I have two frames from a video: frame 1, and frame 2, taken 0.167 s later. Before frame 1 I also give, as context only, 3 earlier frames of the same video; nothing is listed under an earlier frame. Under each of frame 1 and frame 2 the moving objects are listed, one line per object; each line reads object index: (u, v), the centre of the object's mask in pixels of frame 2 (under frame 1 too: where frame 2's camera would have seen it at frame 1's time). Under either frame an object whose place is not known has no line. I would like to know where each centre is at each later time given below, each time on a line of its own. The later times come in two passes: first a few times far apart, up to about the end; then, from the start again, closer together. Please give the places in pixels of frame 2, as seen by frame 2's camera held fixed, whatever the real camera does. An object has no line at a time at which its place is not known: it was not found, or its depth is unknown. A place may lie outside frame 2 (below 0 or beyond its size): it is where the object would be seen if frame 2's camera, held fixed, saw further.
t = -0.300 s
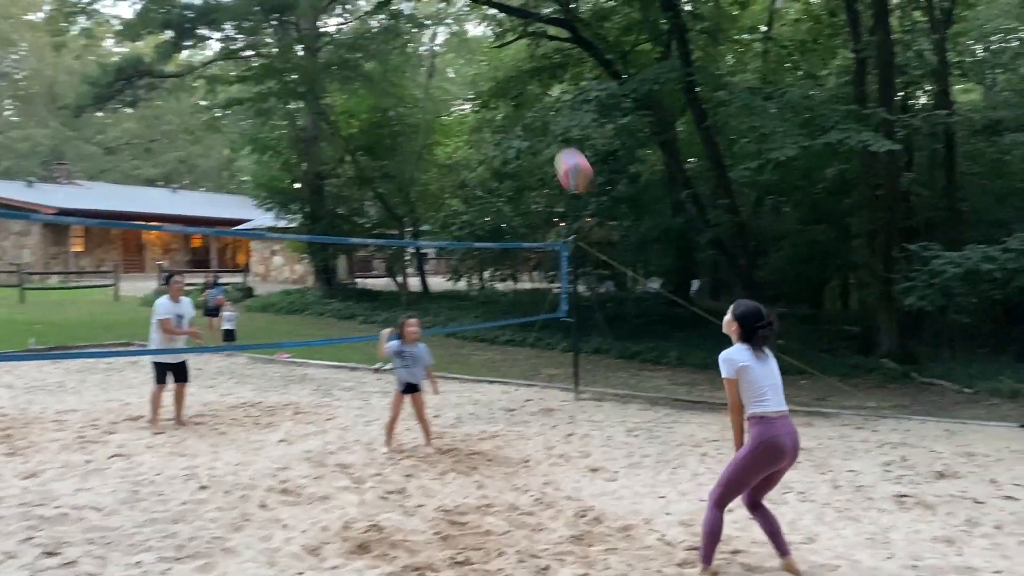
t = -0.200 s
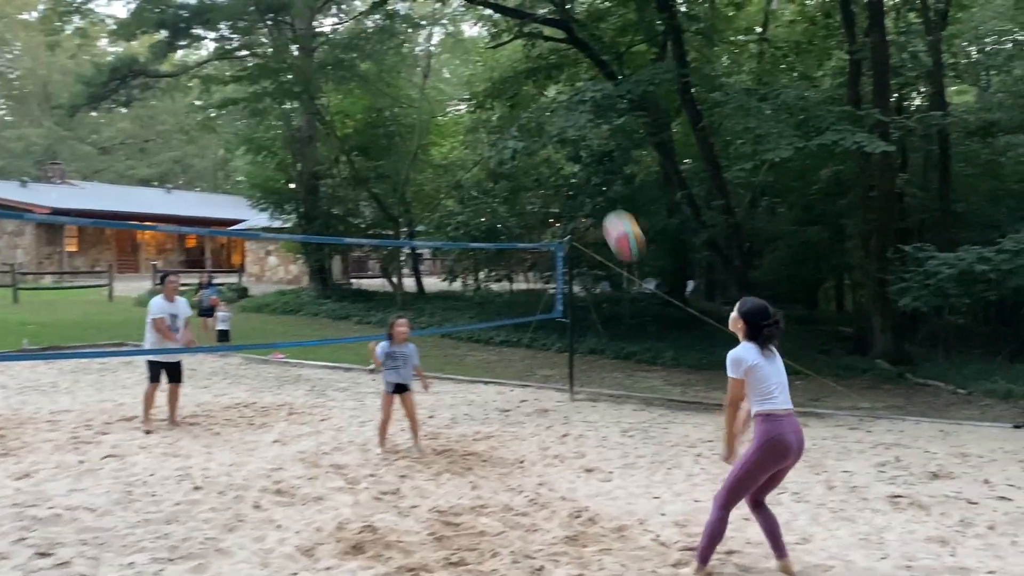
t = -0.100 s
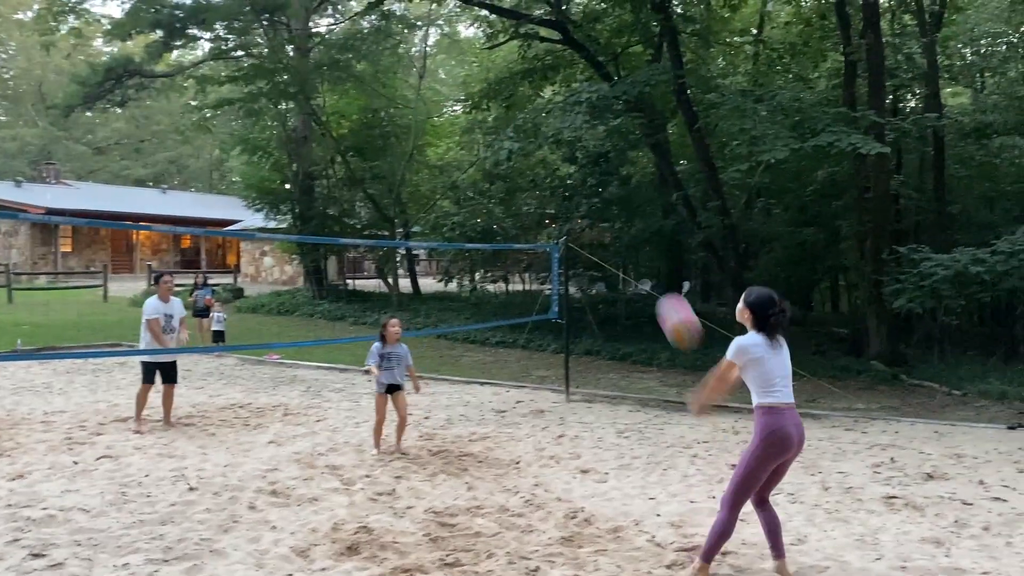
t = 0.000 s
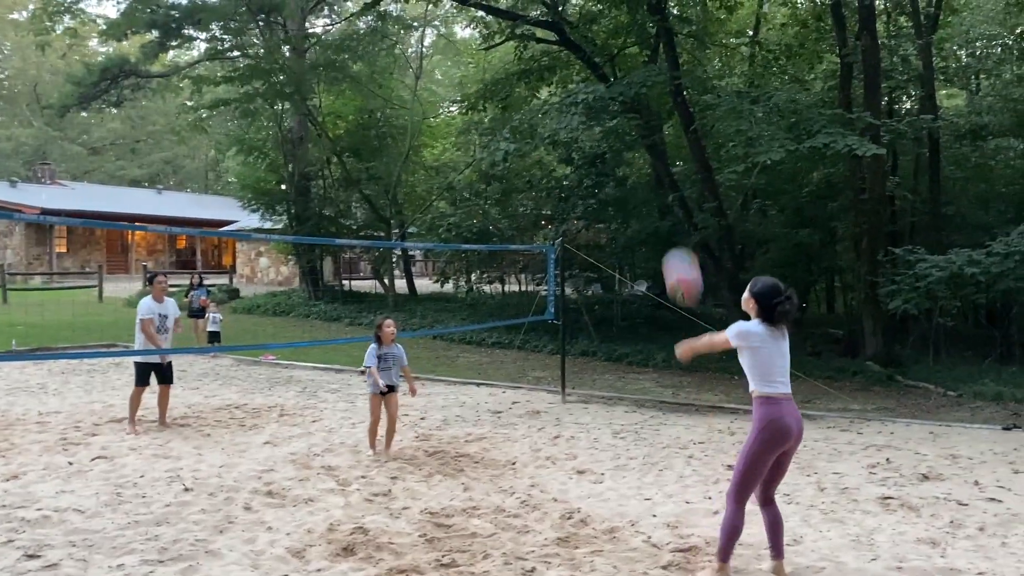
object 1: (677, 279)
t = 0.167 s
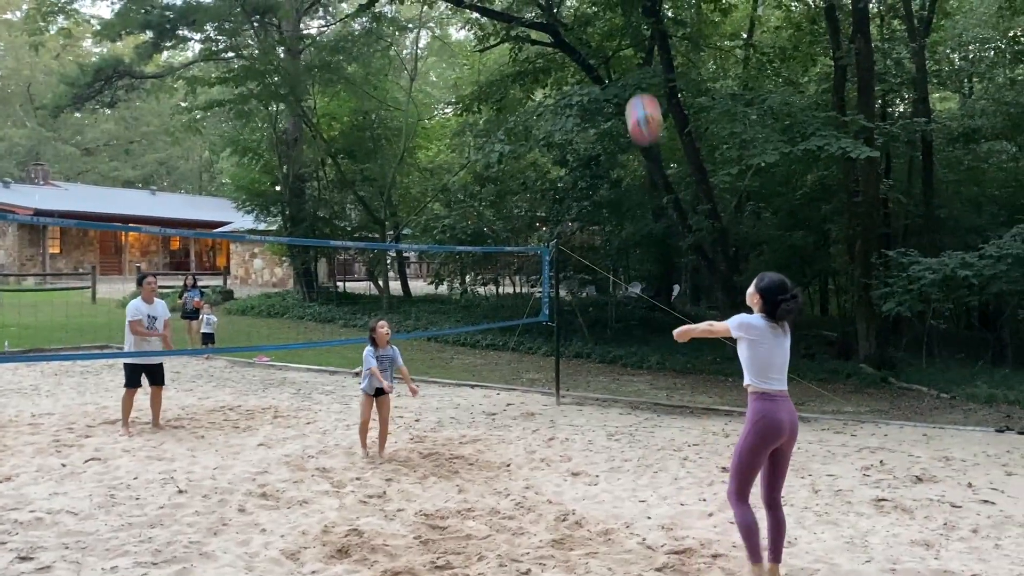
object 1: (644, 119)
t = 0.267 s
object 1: (626, 51)
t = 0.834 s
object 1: (533, -4)
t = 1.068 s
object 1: (502, 98)
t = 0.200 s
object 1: (638, 94)
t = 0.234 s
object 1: (632, 71)
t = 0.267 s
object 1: (626, 51)
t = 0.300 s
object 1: (620, 32)
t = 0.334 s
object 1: (614, 16)
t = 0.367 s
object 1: (609, 8)
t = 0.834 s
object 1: (533, -4)
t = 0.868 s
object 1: (529, 2)
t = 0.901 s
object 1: (524, 14)
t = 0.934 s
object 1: (519, 28)
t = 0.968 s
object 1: (515, 43)
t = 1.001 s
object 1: (510, 60)
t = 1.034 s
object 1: (505, 79)
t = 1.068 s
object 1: (502, 98)
